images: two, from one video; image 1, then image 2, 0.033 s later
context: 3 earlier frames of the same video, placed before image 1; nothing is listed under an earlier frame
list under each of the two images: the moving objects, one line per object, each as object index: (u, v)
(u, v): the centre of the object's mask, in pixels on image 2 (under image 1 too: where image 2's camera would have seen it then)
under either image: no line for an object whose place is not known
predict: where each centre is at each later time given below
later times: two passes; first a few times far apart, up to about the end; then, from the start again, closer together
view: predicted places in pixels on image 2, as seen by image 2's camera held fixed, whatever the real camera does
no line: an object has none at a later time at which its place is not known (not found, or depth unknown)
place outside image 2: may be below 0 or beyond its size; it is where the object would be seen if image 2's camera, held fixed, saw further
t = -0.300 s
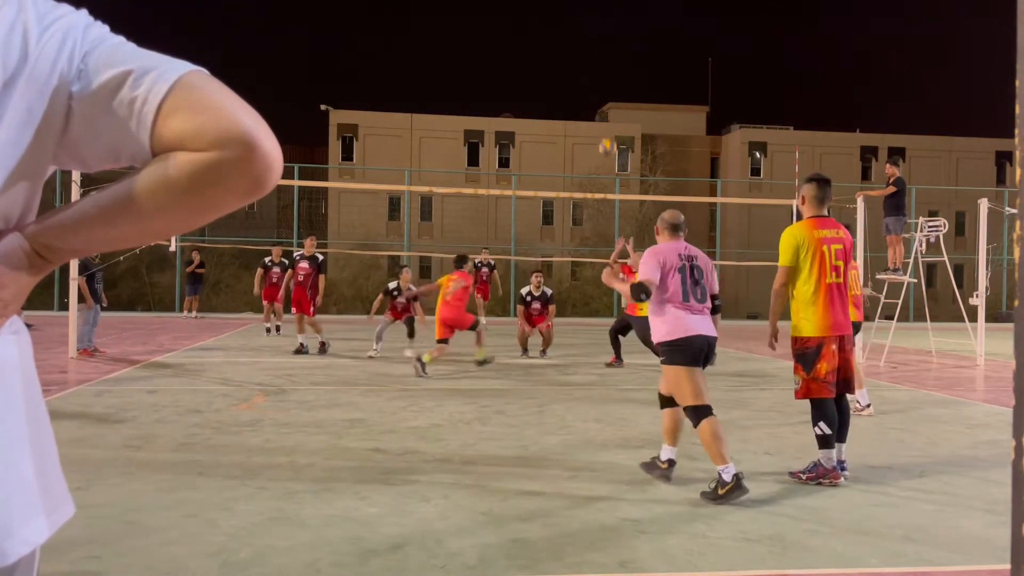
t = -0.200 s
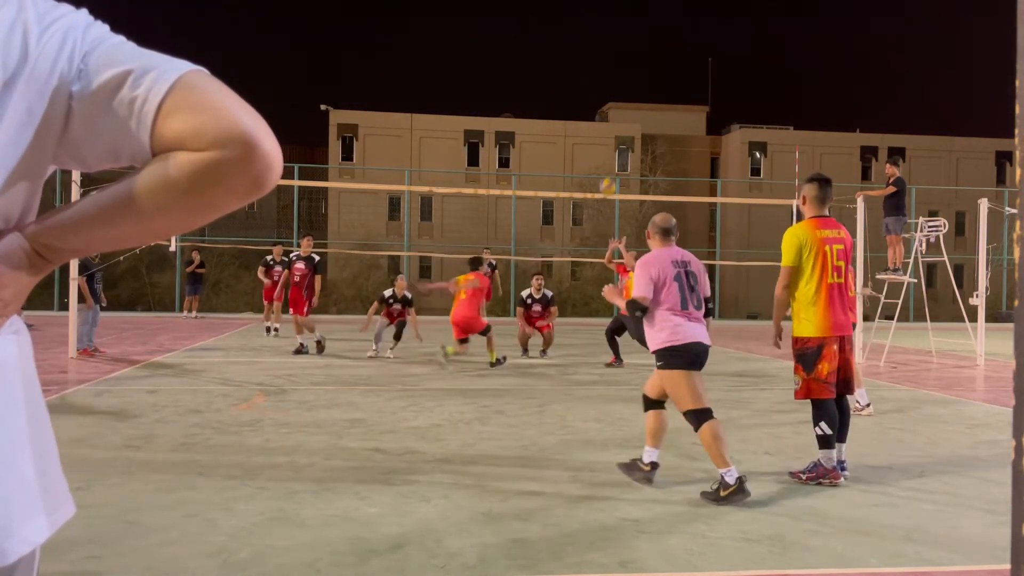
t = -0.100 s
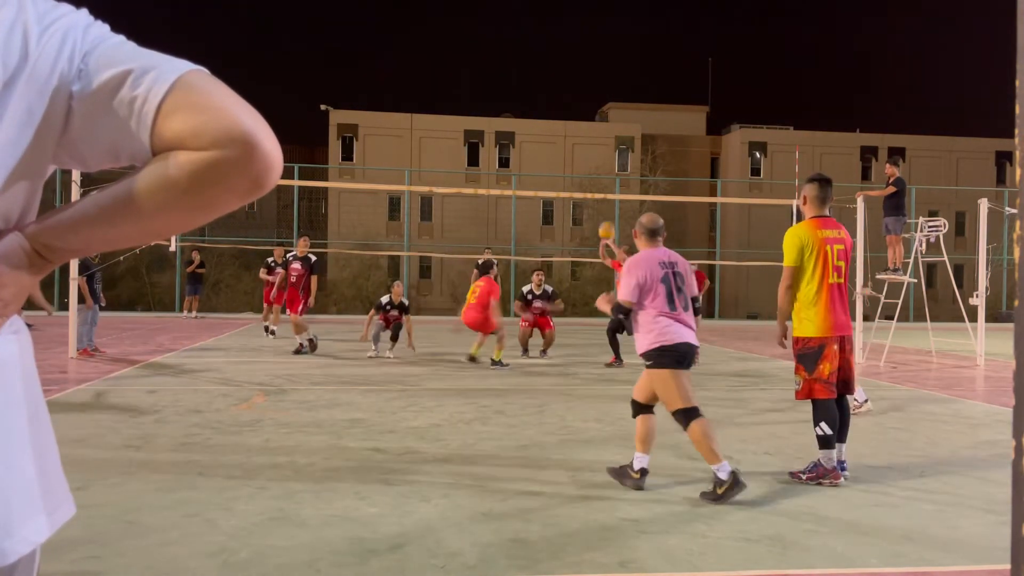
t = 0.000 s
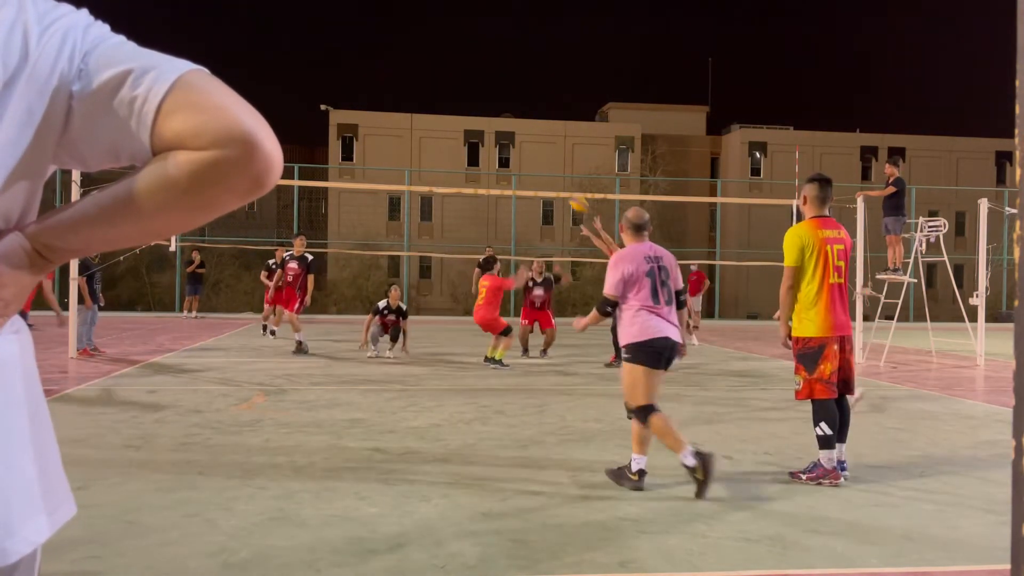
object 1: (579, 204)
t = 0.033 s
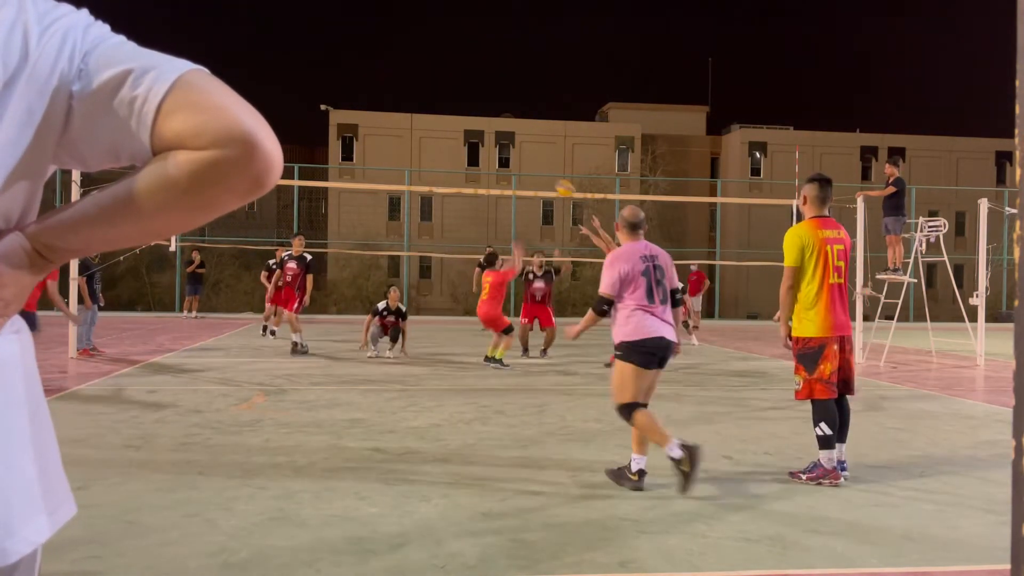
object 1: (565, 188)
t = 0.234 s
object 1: (487, 120)
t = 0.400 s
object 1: (423, 87)
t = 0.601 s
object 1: (346, 76)
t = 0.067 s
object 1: (552, 175)
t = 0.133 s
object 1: (526, 150)
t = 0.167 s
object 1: (513, 139)
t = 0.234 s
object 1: (487, 120)
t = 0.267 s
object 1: (474, 111)
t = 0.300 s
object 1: (461, 105)
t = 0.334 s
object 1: (448, 98)
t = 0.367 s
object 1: (436, 92)
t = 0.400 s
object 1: (423, 87)
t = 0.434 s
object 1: (410, 83)
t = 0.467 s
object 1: (397, 80)
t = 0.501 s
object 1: (385, 78)
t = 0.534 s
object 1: (372, 77)
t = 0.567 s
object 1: (359, 76)
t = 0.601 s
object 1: (346, 76)
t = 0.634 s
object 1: (334, 78)
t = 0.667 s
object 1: (321, 80)
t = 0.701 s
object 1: (309, 82)
